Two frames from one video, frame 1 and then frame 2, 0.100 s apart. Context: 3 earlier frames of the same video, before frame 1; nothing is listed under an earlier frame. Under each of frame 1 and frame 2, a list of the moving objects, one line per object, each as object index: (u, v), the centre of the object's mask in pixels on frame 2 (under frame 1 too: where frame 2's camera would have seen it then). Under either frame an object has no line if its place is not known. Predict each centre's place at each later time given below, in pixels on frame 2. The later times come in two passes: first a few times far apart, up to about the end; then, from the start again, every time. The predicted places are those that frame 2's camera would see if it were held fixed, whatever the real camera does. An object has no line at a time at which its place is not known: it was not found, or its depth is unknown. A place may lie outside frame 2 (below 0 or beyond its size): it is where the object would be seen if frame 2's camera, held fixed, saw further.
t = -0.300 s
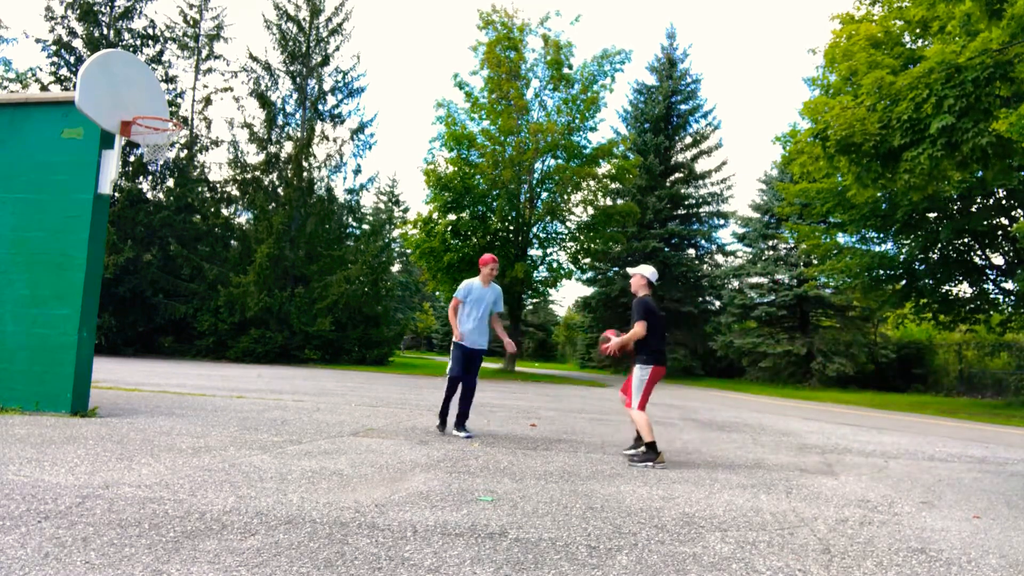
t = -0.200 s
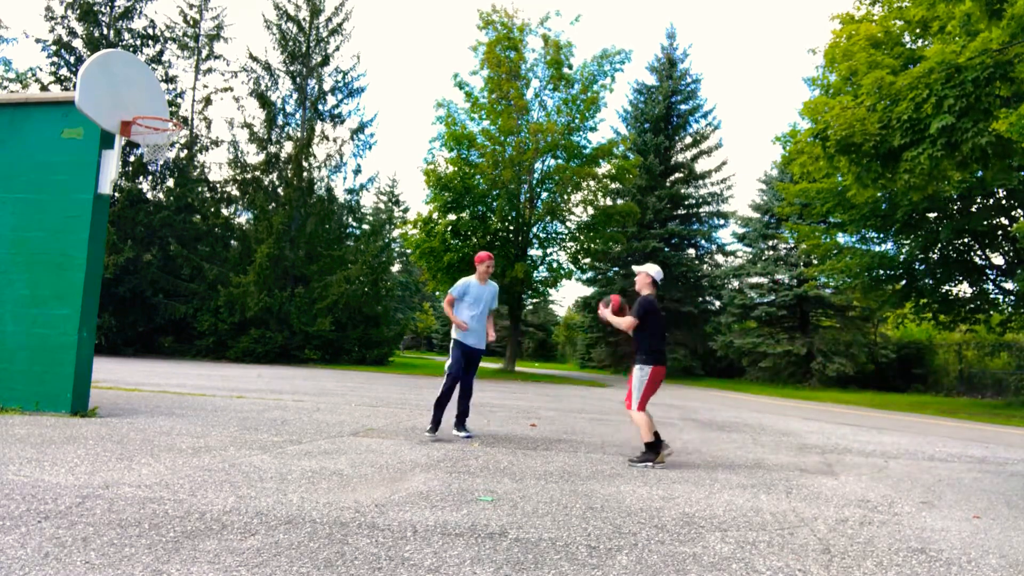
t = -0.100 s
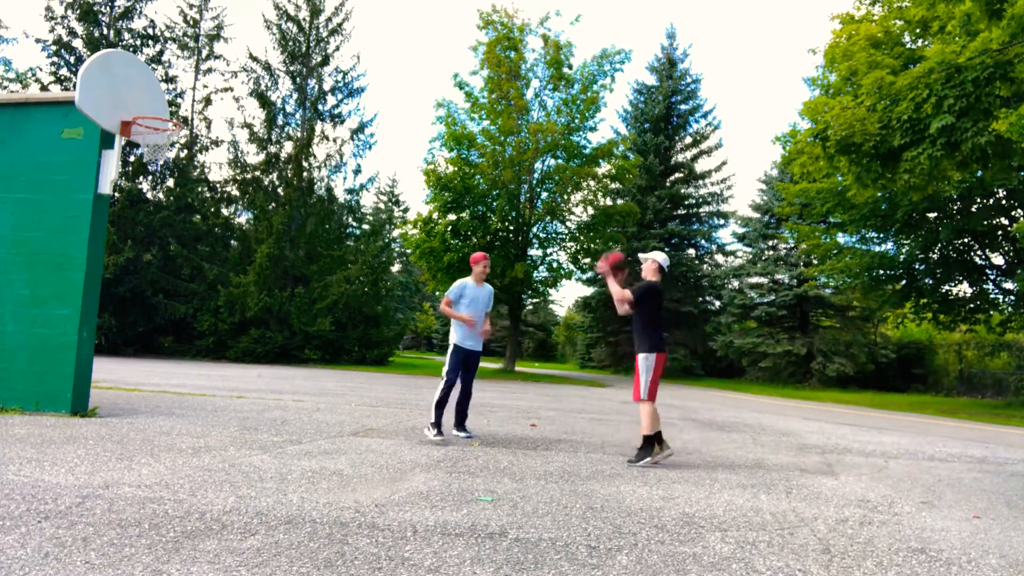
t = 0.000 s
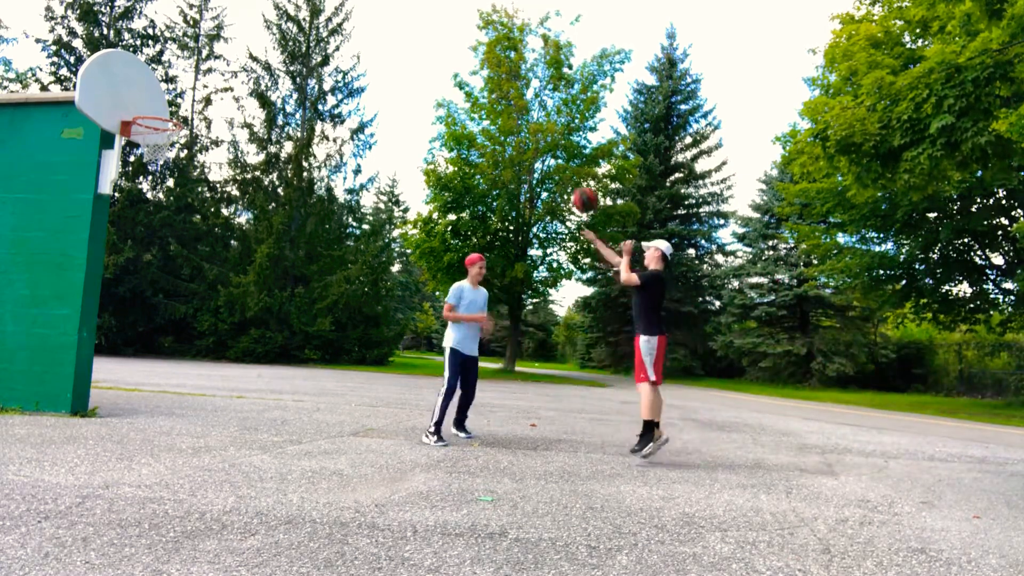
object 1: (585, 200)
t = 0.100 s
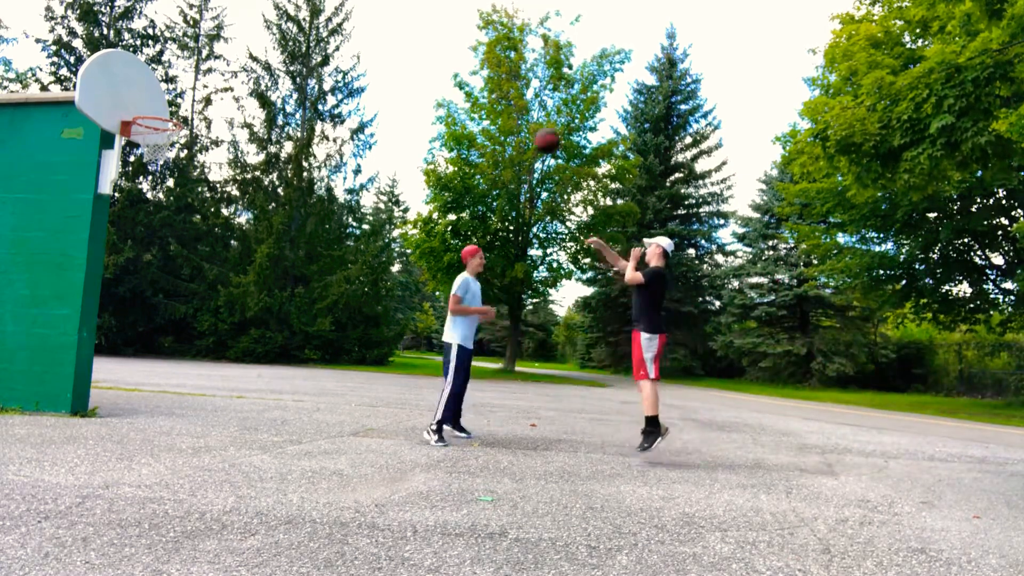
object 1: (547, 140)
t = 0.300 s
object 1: (475, 64)
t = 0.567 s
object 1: (386, 33)
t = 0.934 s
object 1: (274, 95)
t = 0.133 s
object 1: (534, 124)
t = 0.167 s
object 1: (522, 109)
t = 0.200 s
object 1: (509, 96)
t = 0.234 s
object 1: (499, 85)
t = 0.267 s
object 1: (487, 74)
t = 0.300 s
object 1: (475, 64)
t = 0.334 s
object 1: (464, 56)
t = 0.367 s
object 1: (452, 49)
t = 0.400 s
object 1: (441, 44)
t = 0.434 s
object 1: (430, 39)
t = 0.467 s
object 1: (419, 36)
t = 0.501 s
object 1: (408, 34)
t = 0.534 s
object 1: (397, 33)
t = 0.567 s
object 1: (386, 33)
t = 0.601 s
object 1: (376, 34)
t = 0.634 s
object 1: (366, 36)
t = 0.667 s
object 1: (355, 38)
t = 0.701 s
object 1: (345, 43)
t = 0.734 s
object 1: (335, 47)
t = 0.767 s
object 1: (324, 53)
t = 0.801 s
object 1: (315, 60)
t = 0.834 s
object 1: (305, 67)
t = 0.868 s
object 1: (295, 76)
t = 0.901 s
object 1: (284, 85)
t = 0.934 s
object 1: (274, 95)
